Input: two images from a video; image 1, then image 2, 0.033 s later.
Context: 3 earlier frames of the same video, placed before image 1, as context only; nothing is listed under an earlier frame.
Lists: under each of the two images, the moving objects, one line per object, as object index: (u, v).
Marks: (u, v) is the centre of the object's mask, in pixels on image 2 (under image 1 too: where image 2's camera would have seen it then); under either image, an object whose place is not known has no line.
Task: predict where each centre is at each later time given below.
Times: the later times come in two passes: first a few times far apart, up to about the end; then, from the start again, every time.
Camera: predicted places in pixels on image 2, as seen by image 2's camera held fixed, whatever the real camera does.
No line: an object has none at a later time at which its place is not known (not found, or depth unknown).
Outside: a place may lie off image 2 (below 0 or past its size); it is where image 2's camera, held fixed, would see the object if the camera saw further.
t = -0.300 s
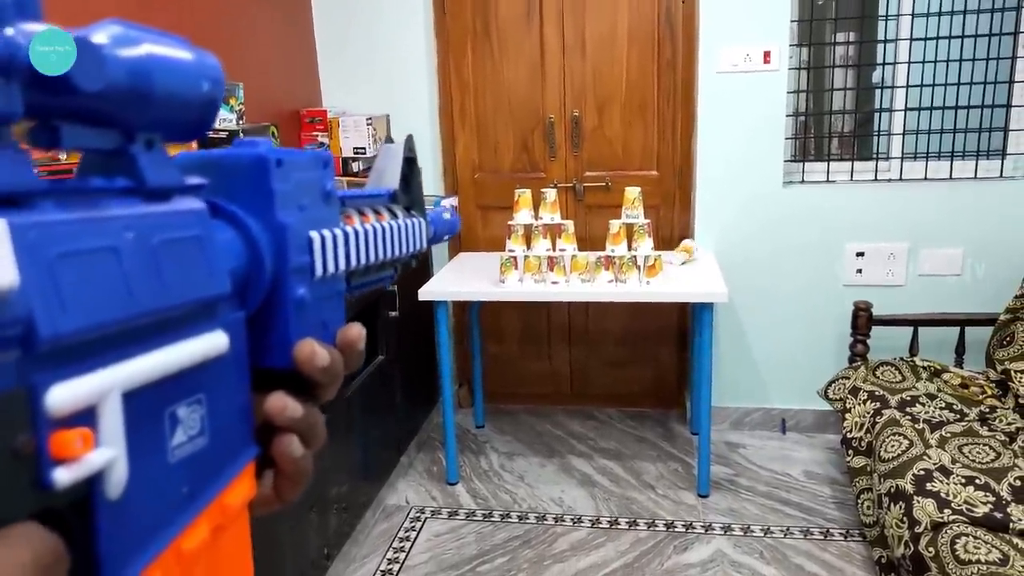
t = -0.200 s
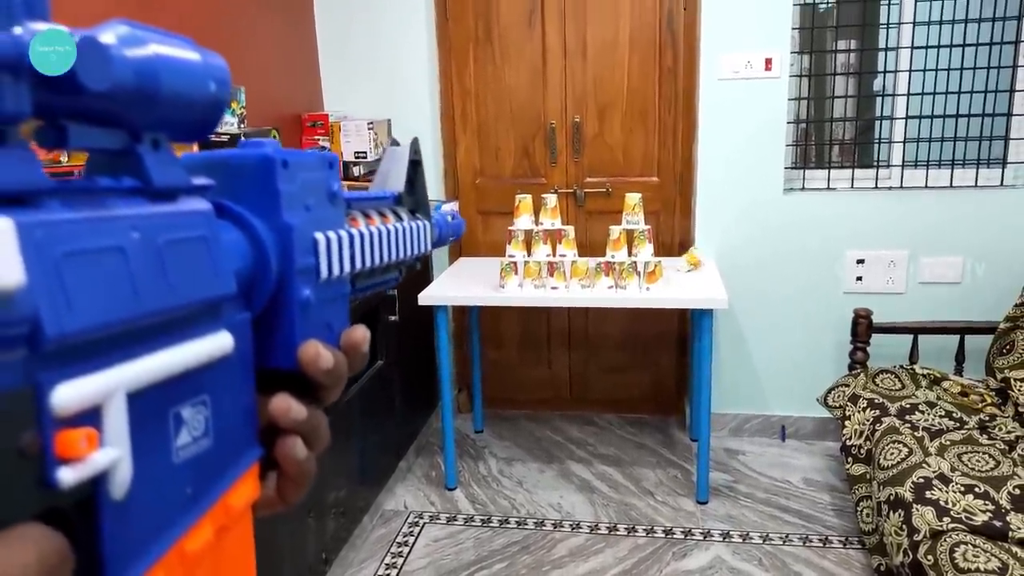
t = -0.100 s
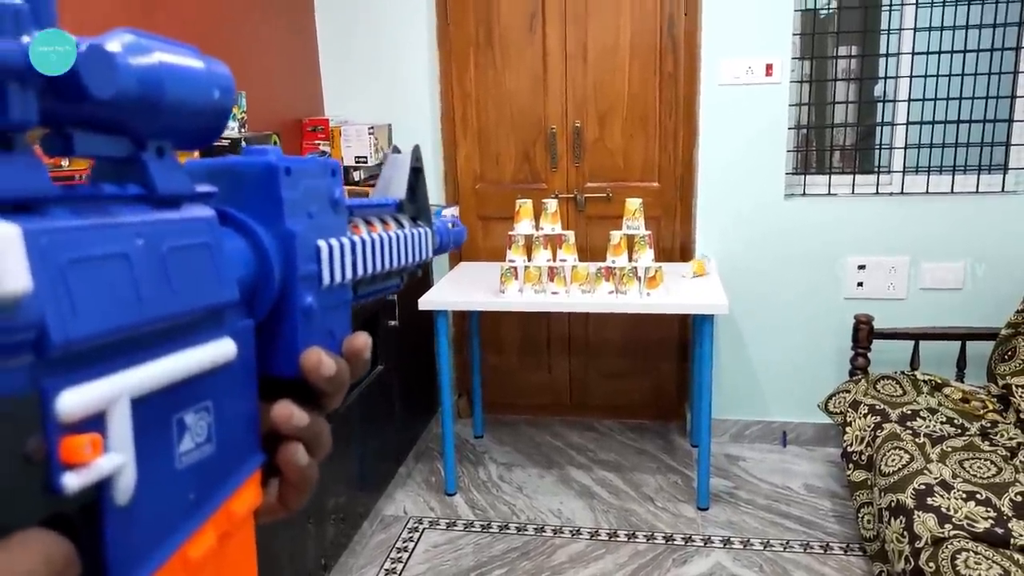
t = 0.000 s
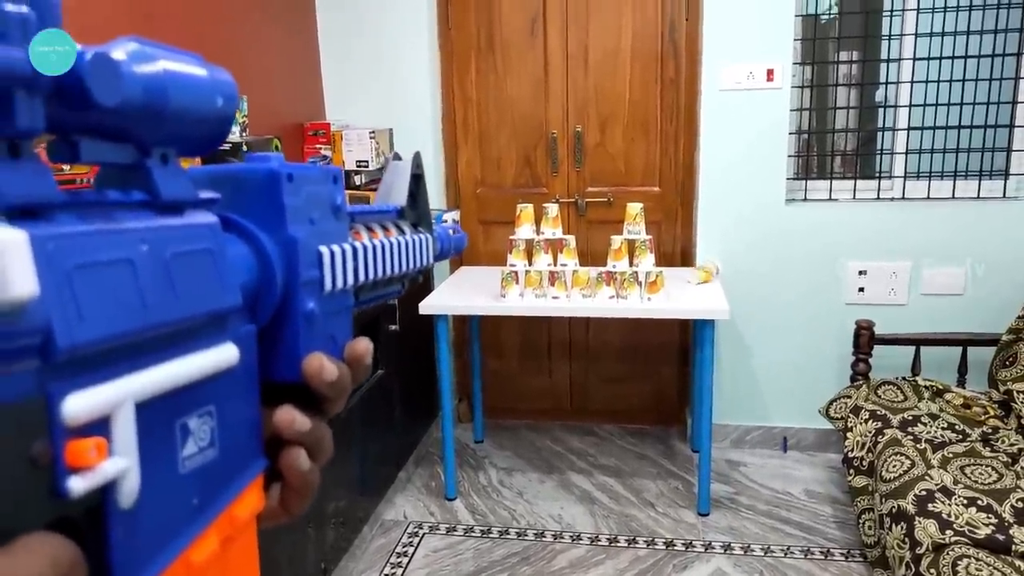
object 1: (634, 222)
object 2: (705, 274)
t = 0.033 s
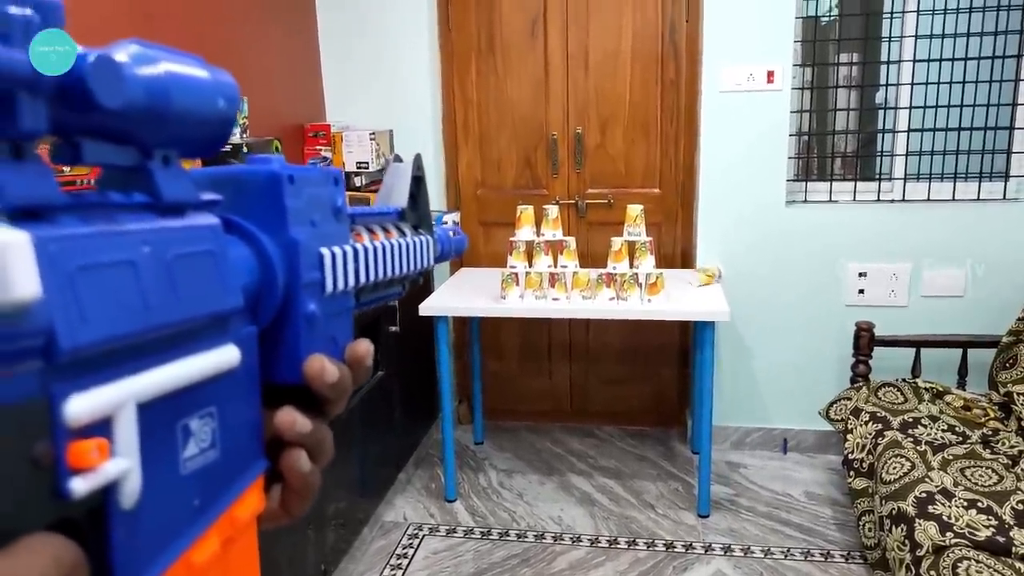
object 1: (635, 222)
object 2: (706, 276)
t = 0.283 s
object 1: (635, 222)
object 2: (719, 279)
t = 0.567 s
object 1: (660, 212)
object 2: (729, 284)
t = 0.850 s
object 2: (745, 358)
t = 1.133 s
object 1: (605, 444)
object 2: (749, 477)
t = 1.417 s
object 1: (534, 446)
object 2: (752, 504)
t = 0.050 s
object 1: (635, 222)
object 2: (706, 276)
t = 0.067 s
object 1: (634, 222)
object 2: (707, 276)
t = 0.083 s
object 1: (634, 222)
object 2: (708, 277)
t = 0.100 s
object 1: (634, 222)
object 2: (708, 277)
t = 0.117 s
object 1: (634, 222)
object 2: (709, 277)
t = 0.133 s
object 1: (634, 222)
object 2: (710, 277)
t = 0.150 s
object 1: (635, 222)
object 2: (711, 276)
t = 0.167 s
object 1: (635, 222)
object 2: (712, 276)
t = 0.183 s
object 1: (635, 222)
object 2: (713, 276)
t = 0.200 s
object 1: (635, 222)
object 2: (713, 277)
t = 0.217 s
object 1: (635, 222)
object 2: (714, 277)
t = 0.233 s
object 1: (635, 222)
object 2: (716, 278)
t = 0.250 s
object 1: (635, 222)
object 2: (717, 278)
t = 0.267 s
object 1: (635, 222)
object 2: (718, 278)
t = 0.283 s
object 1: (635, 222)
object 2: (719, 279)
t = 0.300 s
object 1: (635, 222)
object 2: (719, 279)
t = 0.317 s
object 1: (635, 222)
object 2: (719, 279)
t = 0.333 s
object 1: (635, 222)
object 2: (719, 279)
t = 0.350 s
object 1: (635, 222)
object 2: (720, 279)
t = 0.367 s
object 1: (635, 222)
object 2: (722, 279)
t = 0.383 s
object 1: (635, 222)
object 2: (722, 280)
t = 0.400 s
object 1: (635, 222)
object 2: (723, 280)
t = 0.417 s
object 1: (635, 222)
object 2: (724, 280)
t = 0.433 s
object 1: (637, 219)
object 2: (724, 280)
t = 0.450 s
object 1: (641, 215)
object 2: (724, 281)
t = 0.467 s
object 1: (644, 212)
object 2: (724, 281)
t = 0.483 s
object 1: (647, 211)
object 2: (725, 282)
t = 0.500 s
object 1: (650, 210)
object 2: (726, 282)
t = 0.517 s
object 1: (653, 210)
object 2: (726, 282)
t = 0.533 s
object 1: (655, 210)
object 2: (727, 283)
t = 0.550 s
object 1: (658, 210)
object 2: (727, 283)
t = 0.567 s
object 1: (660, 212)
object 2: (729, 284)
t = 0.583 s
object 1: (663, 214)
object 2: (730, 285)
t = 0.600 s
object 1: (665, 216)
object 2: (731, 286)
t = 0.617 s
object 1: (668, 219)
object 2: (732, 287)
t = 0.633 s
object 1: (670, 223)
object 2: (733, 288)
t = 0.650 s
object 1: (673, 227)
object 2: (734, 290)
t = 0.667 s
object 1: (676, 232)
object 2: (736, 292)
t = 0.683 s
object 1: (678, 238)
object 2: (737, 294)
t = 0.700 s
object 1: (681, 243)
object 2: (738, 298)
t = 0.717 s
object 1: (684, 250)
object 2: (739, 302)
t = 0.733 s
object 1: (686, 255)
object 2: (740, 306)
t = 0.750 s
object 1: (684, 258)
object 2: (741, 312)
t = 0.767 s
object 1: (681, 260)
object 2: (742, 318)
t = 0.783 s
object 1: (678, 262)
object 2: (743, 325)
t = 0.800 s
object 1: (675, 264)
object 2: (743, 333)
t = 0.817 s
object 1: (671, 266)
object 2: (743, 341)
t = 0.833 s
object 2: (744, 349)
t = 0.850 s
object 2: (745, 358)
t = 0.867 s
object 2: (745, 368)
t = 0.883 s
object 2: (744, 376)
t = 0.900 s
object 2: (744, 385)
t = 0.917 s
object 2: (744, 395)
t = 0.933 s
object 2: (744, 404)
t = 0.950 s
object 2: (746, 419)
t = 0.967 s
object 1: (640, 344)
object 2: (747, 432)
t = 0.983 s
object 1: (636, 351)
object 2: (746, 442)
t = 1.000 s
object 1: (632, 361)
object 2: (746, 454)
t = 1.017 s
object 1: (629, 370)
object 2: (747, 469)
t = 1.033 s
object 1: (625, 380)
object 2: (745, 483)
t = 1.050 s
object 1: (621, 390)
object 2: (747, 485)
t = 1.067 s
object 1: (619, 401)
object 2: (747, 481)
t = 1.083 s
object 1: (615, 412)
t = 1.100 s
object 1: (612, 423)
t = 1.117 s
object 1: (608, 434)
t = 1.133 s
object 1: (605, 444)
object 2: (749, 477)
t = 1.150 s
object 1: (603, 446)
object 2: (750, 478)
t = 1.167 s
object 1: (598, 442)
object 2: (750, 480)
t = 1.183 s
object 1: (594, 439)
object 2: (749, 482)
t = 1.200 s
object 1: (590, 434)
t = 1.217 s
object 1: (585, 432)
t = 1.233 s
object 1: (579, 431)
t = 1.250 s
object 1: (573, 430)
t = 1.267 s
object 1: (568, 430)
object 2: (748, 500)
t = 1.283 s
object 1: (563, 430)
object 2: (749, 501)
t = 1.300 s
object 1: (559, 430)
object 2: (752, 502)
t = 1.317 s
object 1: (555, 430)
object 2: (753, 502)
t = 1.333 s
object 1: (551, 431)
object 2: (753, 502)
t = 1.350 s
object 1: (548, 433)
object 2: (753, 502)
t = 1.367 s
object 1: (544, 435)
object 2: (753, 502)
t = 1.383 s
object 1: (541, 438)
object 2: (753, 502)
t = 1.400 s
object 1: (537, 441)
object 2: (752, 504)
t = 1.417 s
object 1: (534, 446)
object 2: (752, 504)
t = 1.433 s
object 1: (531, 450)
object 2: (752, 505)
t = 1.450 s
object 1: (528, 450)
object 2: (752, 506)
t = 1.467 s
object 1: (525, 450)
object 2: (752, 506)
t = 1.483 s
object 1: (523, 451)
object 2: (751, 507)
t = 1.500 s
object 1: (521, 450)
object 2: (751, 507)
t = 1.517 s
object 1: (517, 448)
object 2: (751, 507)
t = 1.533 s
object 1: (512, 447)
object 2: (751, 507)
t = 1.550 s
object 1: (507, 447)
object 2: (751, 507)
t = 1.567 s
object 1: (502, 447)
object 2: (751, 507)
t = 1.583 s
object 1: (498, 447)
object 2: (751, 507)
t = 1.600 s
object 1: (494, 449)
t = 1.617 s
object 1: (491, 451)
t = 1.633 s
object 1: (489, 452)
